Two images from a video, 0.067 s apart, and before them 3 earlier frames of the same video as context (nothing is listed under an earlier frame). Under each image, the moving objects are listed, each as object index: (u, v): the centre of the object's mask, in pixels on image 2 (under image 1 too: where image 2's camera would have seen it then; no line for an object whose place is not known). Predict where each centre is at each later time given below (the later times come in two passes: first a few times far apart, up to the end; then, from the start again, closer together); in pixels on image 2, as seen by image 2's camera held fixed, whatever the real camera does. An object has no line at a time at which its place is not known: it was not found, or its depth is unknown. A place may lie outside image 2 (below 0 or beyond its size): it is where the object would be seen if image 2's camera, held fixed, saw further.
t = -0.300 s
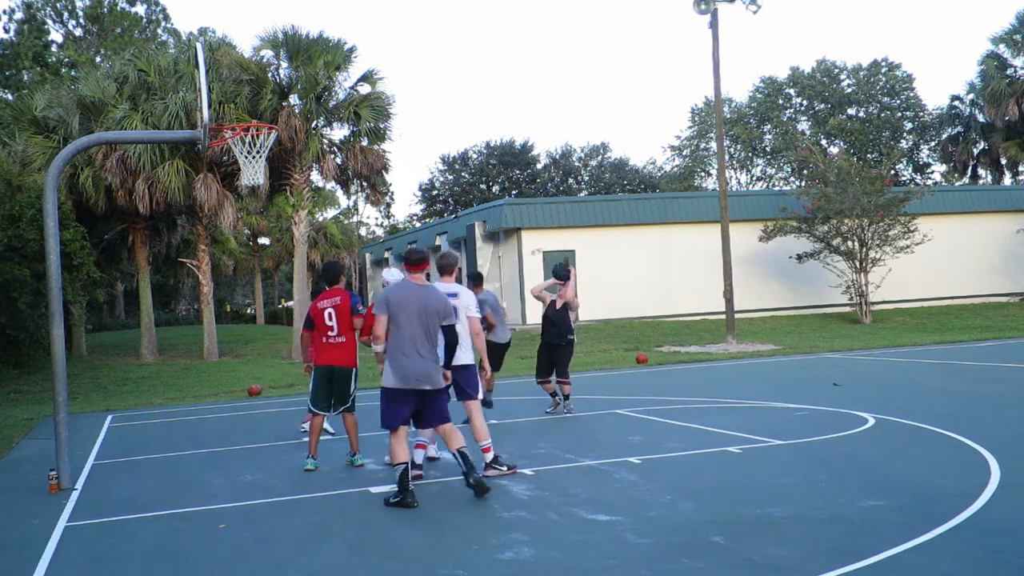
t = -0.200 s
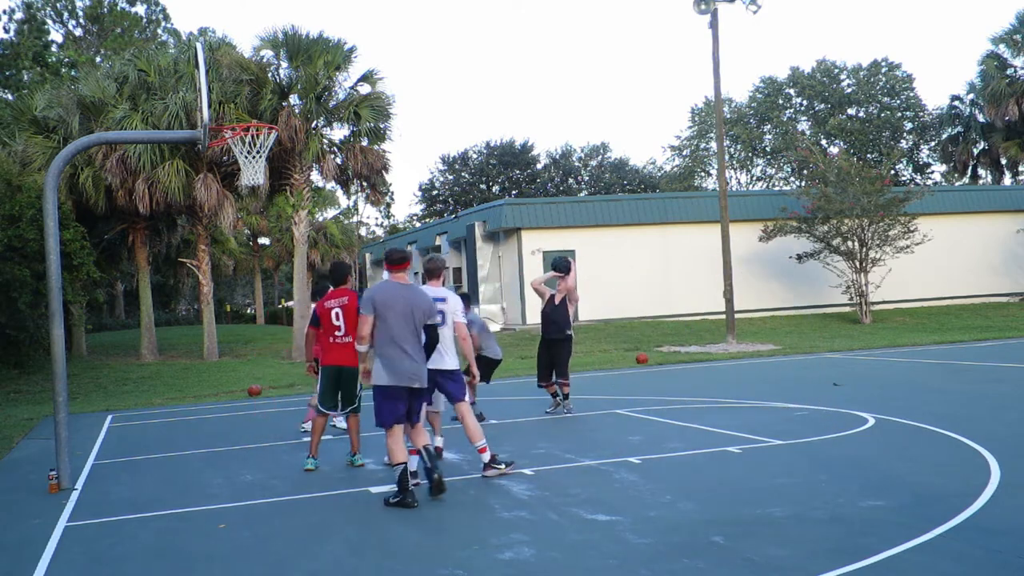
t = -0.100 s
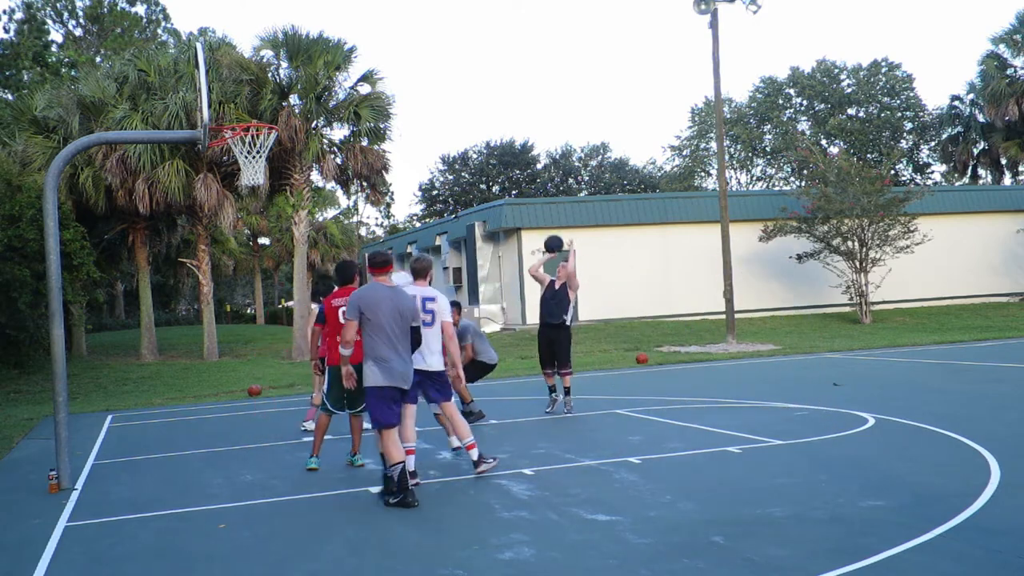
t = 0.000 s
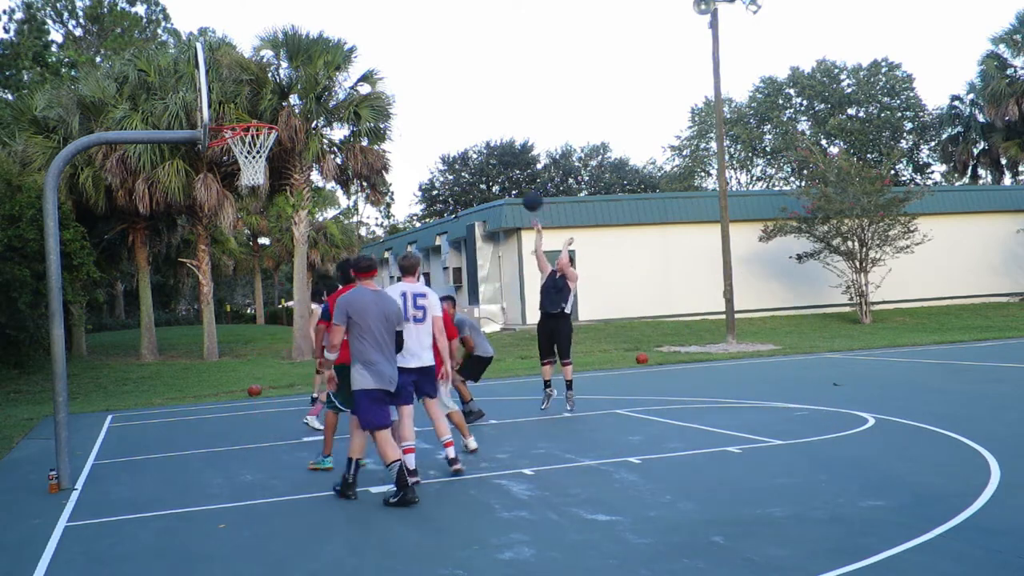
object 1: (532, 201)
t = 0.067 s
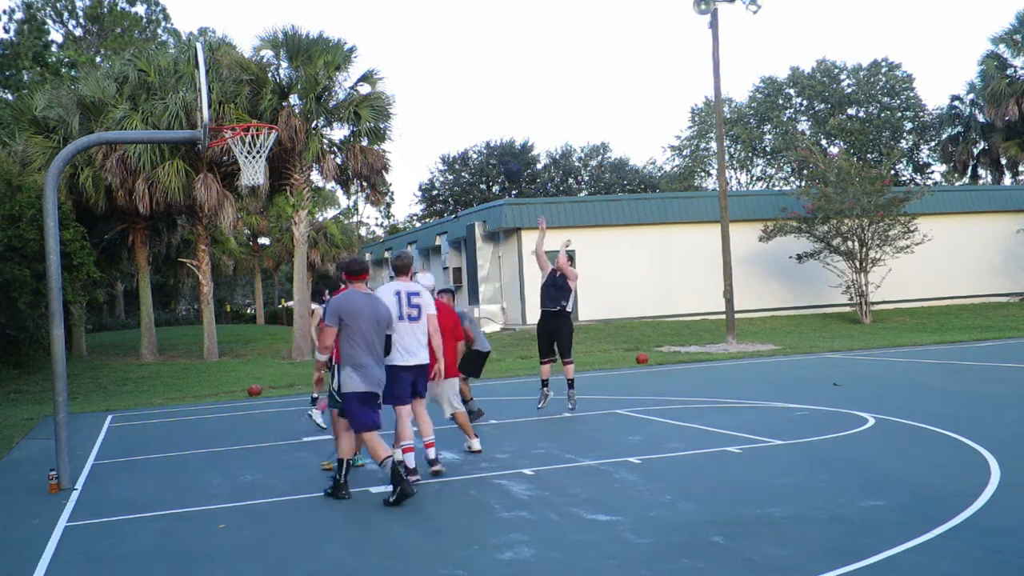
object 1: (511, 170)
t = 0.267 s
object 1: (454, 104)
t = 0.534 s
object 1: (369, 63)
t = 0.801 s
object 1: (277, 89)
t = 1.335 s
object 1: (238, 194)
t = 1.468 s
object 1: (227, 240)
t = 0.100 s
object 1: (503, 160)
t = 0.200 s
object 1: (474, 124)
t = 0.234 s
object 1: (464, 114)
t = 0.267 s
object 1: (454, 104)
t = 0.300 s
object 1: (444, 96)
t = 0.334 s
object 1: (433, 88)
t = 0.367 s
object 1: (423, 81)
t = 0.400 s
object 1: (412, 76)
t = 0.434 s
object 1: (401, 71)
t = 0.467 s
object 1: (391, 67)
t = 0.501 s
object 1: (380, 65)
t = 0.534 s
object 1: (369, 63)
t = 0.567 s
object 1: (357, 62)
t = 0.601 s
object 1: (346, 62)
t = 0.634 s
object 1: (335, 64)
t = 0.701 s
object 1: (312, 71)
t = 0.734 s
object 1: (300, 76)
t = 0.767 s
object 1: (288, 82)
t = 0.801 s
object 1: (277, 89)
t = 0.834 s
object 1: (264, 98)
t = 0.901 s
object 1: (240, 116)
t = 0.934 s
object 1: (240, 120)
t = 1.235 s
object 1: (247, 180)
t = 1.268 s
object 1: (243, 183)
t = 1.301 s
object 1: (241, 187)
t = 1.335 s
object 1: (238, 194)
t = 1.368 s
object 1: (235, 205)
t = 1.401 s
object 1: (232, 216)
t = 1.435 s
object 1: (230, 227)
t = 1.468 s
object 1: (227, 240)
